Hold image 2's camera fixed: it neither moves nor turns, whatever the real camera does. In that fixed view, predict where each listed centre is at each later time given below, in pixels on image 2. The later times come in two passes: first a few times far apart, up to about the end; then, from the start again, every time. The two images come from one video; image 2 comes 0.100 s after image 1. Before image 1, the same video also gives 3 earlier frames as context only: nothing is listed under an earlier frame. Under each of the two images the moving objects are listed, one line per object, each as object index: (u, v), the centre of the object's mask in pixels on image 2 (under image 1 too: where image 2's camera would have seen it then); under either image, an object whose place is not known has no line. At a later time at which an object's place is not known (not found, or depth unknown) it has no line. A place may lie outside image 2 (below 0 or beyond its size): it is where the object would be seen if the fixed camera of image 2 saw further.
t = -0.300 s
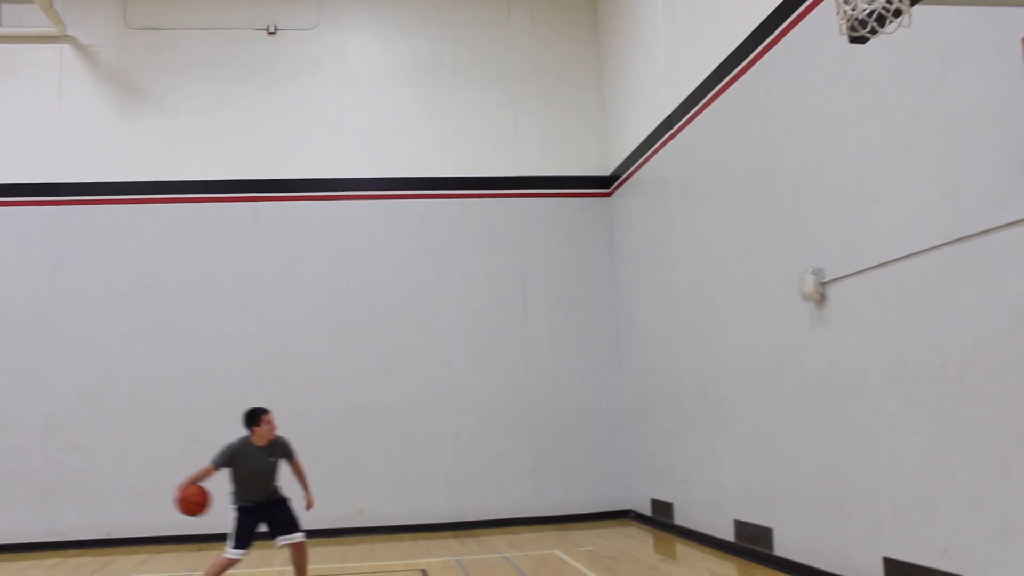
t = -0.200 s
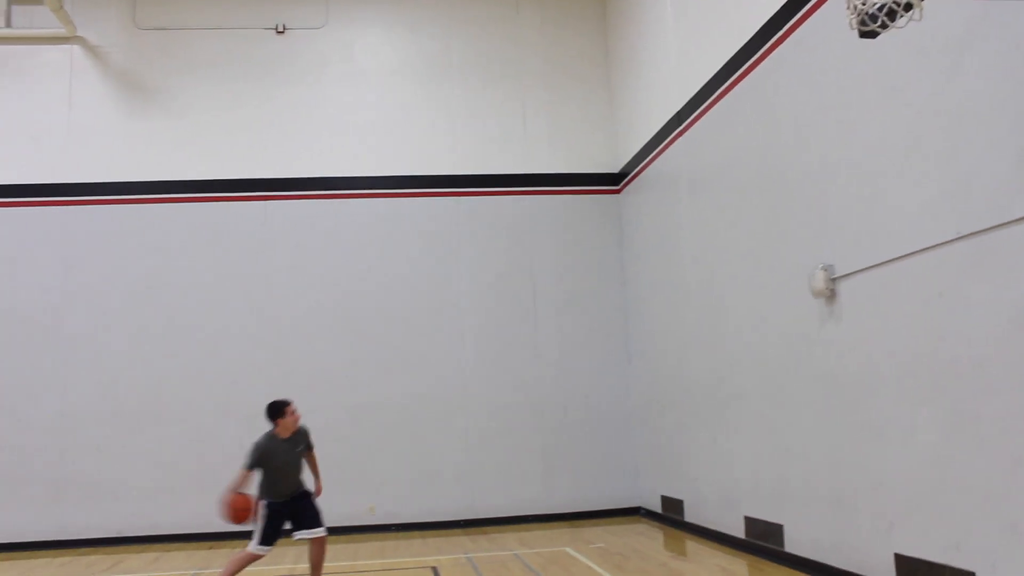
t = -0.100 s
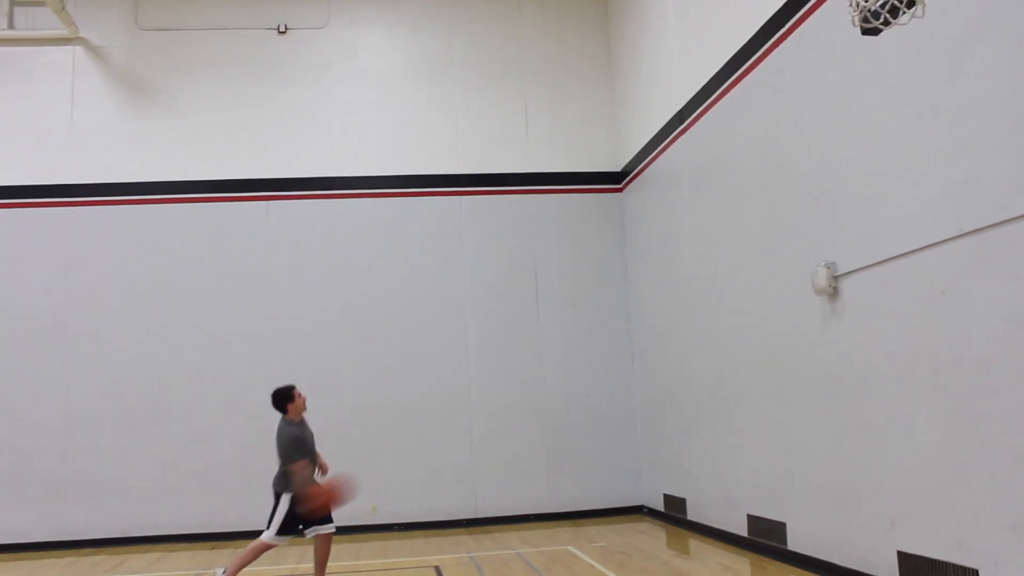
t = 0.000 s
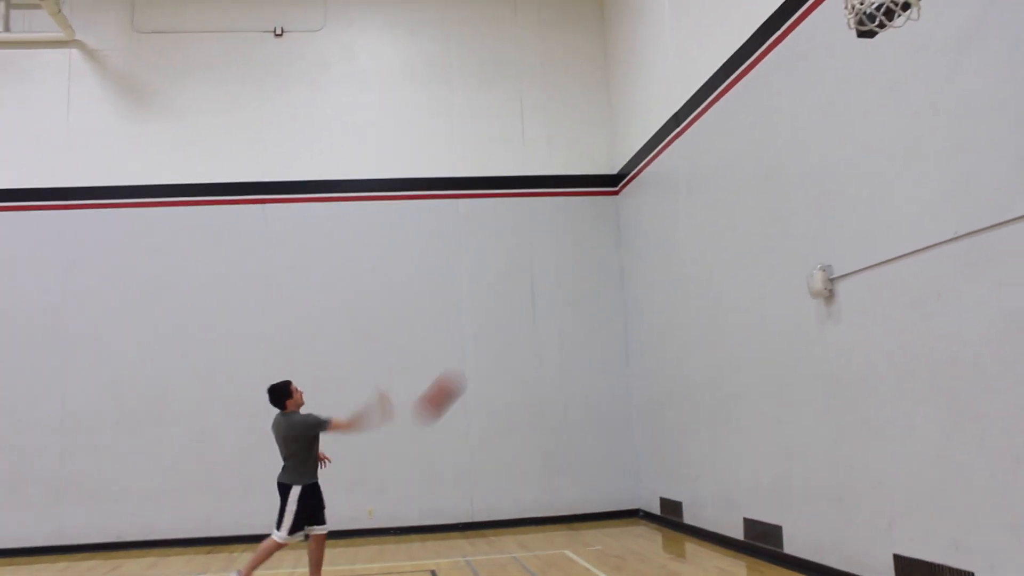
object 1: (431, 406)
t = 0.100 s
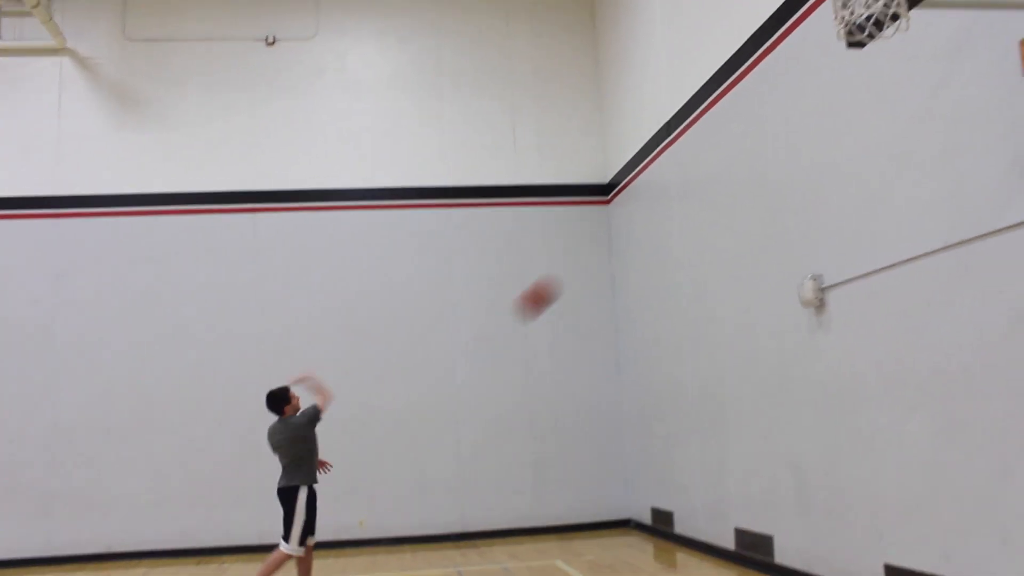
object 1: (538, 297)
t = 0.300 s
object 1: (729, 146)
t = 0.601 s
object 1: (494, 60)
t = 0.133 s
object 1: (570, 267)
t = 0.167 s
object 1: (604, 239)
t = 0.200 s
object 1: (637, 212)
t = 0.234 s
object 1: (668, 188)
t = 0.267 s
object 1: (699, 166)
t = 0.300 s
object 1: (729, 146)
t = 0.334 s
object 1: (721, 131)
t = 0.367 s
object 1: (690, 117)
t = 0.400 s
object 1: (659, 104)
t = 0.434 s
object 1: (633, 95)
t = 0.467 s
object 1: (605, 85)
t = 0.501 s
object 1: (577, 77)
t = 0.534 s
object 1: (549, 70)
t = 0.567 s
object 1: (521, 65)
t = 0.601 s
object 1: (494, 60)
